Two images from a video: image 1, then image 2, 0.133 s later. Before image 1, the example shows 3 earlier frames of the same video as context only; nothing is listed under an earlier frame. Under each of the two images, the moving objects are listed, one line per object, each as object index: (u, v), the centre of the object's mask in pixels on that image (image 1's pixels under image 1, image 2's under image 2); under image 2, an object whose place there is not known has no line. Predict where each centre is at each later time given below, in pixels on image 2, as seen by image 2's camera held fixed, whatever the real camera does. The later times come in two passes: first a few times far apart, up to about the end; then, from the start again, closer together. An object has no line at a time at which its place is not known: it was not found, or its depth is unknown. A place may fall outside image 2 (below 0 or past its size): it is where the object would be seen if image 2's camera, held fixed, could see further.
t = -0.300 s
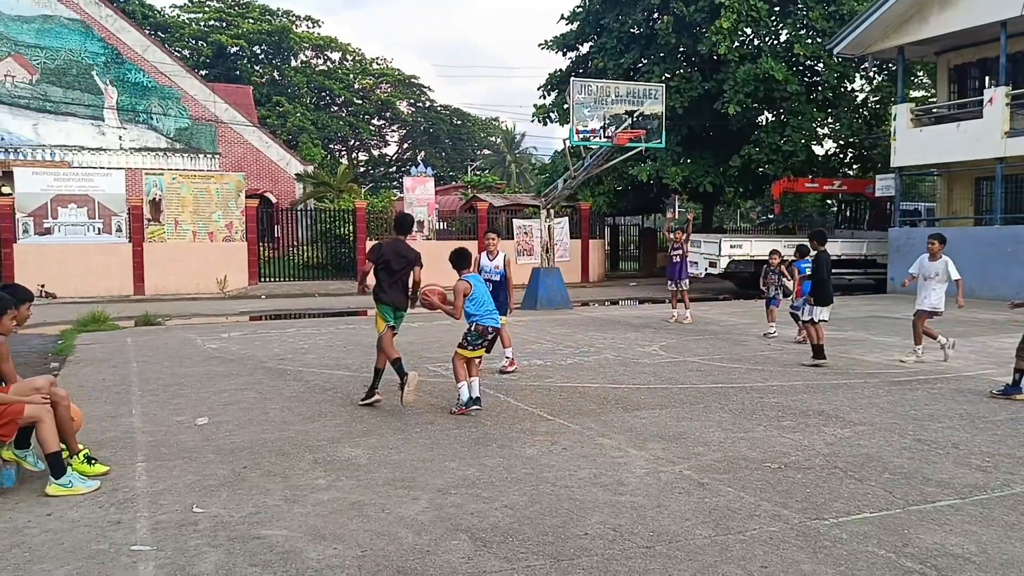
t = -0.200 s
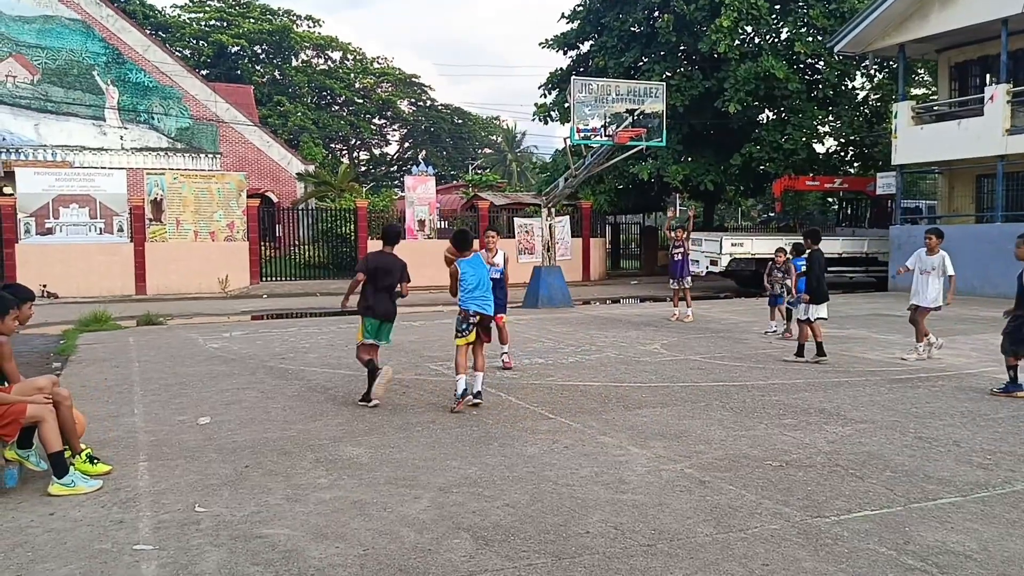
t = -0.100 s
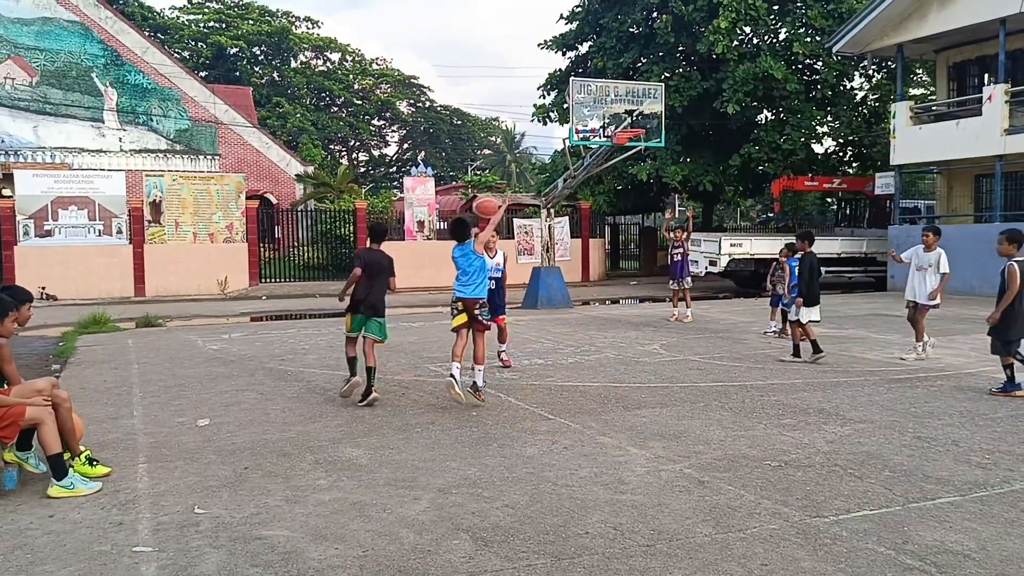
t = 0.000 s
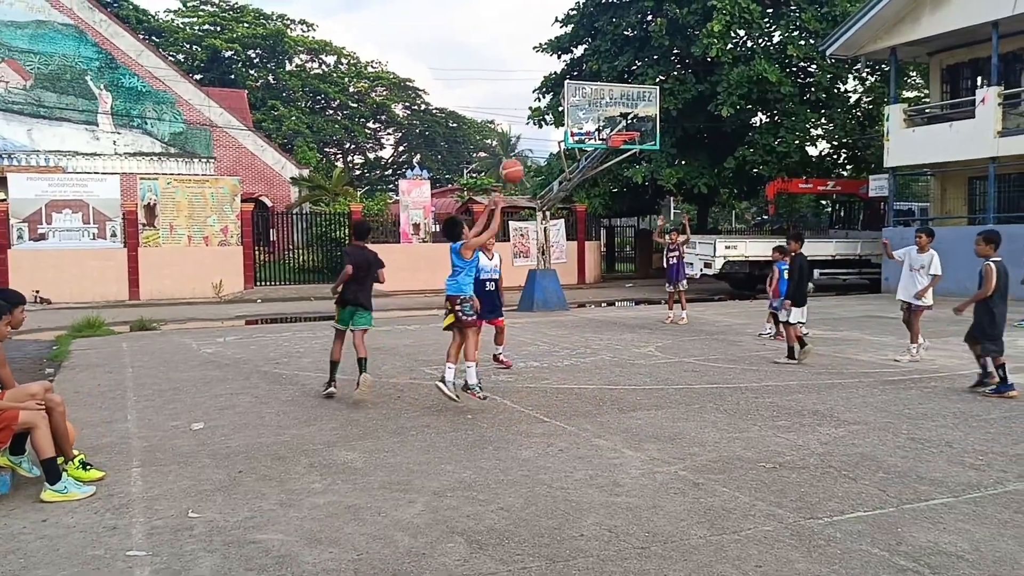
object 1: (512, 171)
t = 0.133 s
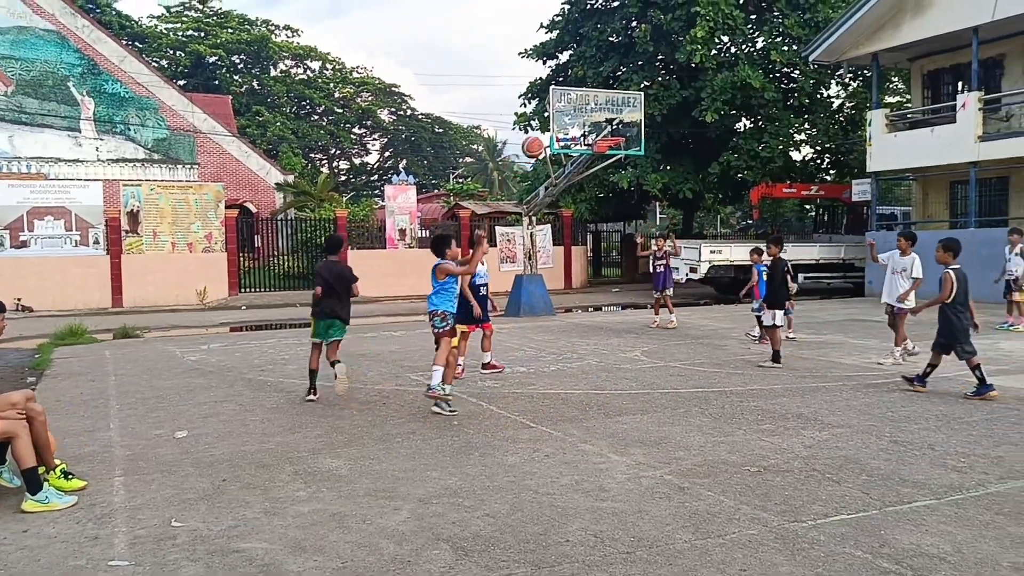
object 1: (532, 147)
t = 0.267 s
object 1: (564, 138)
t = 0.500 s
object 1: (606, 158)
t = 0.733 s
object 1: (640, 209)
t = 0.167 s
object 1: (541, 143)
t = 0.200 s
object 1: (549, 140)
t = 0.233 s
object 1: (556, 139)
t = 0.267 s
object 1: (564, 138)
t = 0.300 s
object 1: (570, 138)
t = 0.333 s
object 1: (577, 139)
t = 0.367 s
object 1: (584, 142)
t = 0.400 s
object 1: (589, 144)
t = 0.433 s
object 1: (596, 149)
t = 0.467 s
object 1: (601, 152)
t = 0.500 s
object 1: (606, 158)
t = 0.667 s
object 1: (631, 192)
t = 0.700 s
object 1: (635, 200)
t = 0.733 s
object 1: (640, 209)
